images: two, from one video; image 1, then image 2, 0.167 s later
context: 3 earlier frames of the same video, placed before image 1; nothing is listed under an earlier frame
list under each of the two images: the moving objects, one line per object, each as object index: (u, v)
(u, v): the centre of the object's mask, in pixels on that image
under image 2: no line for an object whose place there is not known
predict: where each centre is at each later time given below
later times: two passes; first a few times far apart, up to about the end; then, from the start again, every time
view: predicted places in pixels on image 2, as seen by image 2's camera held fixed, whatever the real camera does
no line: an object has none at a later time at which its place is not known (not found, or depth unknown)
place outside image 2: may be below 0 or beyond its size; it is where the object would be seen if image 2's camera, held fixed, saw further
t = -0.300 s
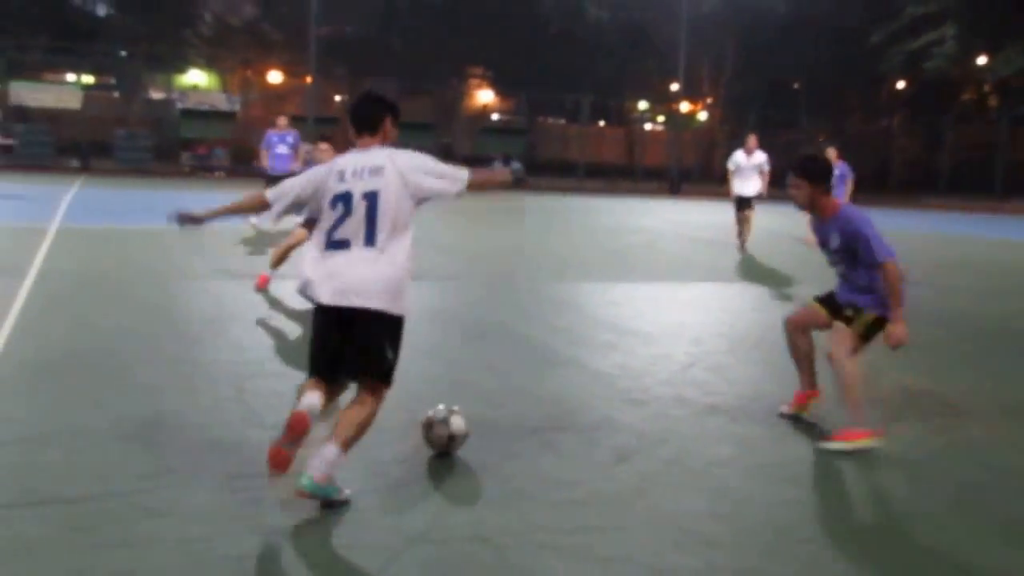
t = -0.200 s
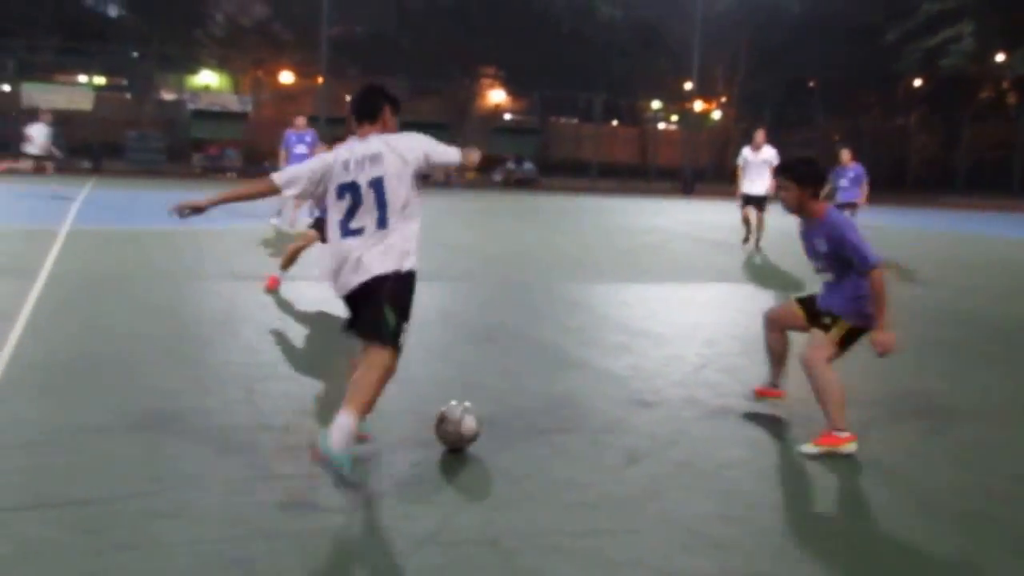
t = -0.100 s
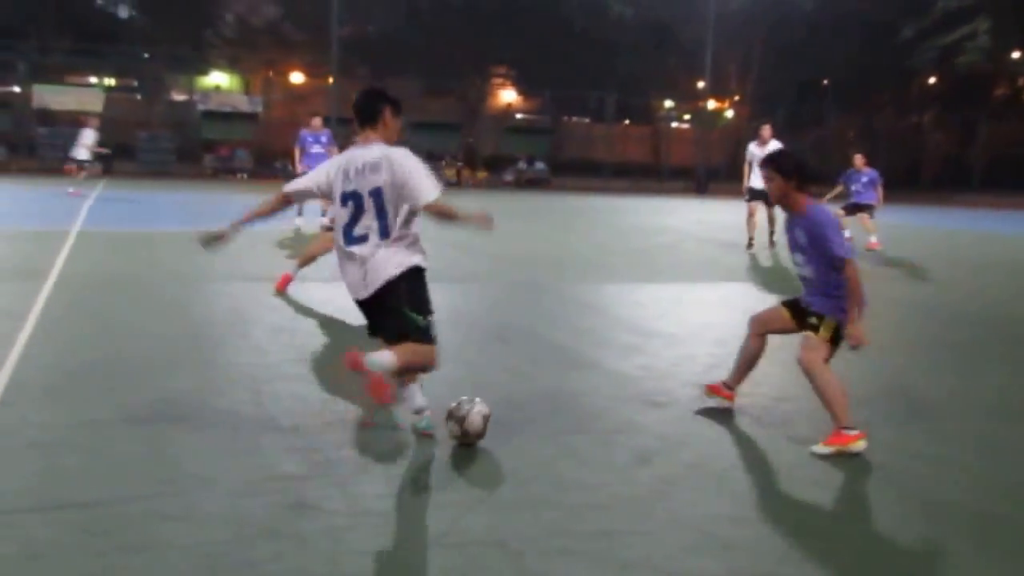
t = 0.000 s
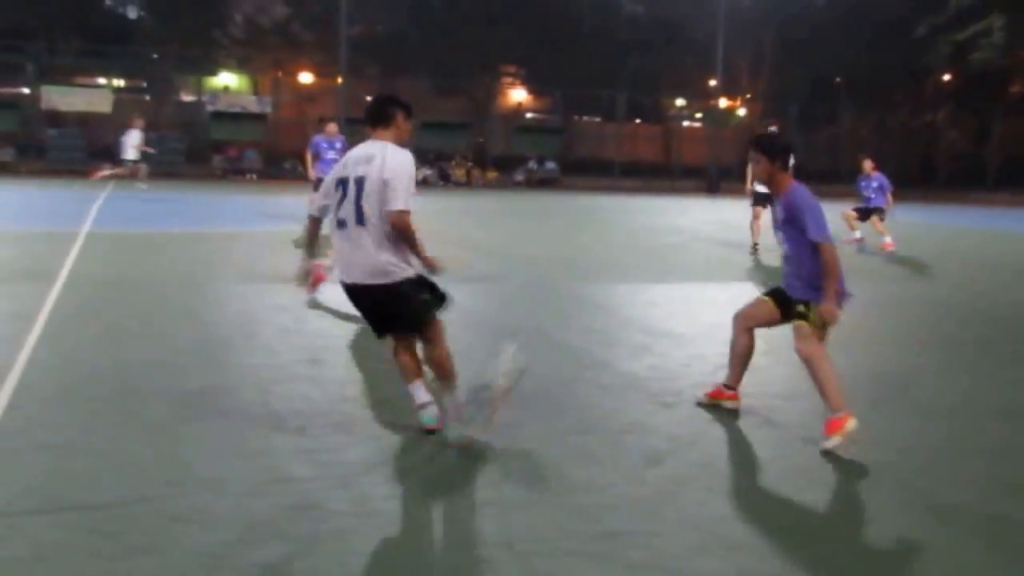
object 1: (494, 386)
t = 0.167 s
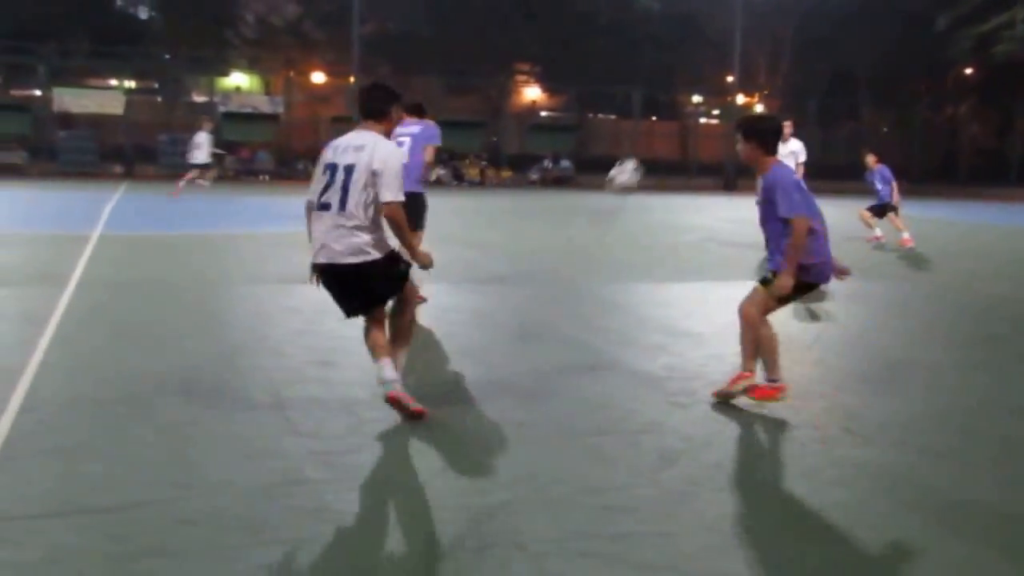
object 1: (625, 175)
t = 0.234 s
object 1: (651, 132)
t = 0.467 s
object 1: (702, 63)
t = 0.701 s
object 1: (714, 50)
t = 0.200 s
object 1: (638, 155)
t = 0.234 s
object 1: (651, 132)
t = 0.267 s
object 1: (661, 117)
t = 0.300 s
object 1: (670, 104)
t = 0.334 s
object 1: (679, 93)
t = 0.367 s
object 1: (685, 83)
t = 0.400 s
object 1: (691, 75)
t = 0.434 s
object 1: (697, 69)
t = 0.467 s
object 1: (702, 63)
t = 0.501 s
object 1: (706, 59)
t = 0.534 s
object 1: (709, 56)
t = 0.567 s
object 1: (712, 53)
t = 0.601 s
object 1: (714, 51)
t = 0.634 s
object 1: (714, 49)
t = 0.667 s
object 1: (714, 50)
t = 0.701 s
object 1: (714, 50)
